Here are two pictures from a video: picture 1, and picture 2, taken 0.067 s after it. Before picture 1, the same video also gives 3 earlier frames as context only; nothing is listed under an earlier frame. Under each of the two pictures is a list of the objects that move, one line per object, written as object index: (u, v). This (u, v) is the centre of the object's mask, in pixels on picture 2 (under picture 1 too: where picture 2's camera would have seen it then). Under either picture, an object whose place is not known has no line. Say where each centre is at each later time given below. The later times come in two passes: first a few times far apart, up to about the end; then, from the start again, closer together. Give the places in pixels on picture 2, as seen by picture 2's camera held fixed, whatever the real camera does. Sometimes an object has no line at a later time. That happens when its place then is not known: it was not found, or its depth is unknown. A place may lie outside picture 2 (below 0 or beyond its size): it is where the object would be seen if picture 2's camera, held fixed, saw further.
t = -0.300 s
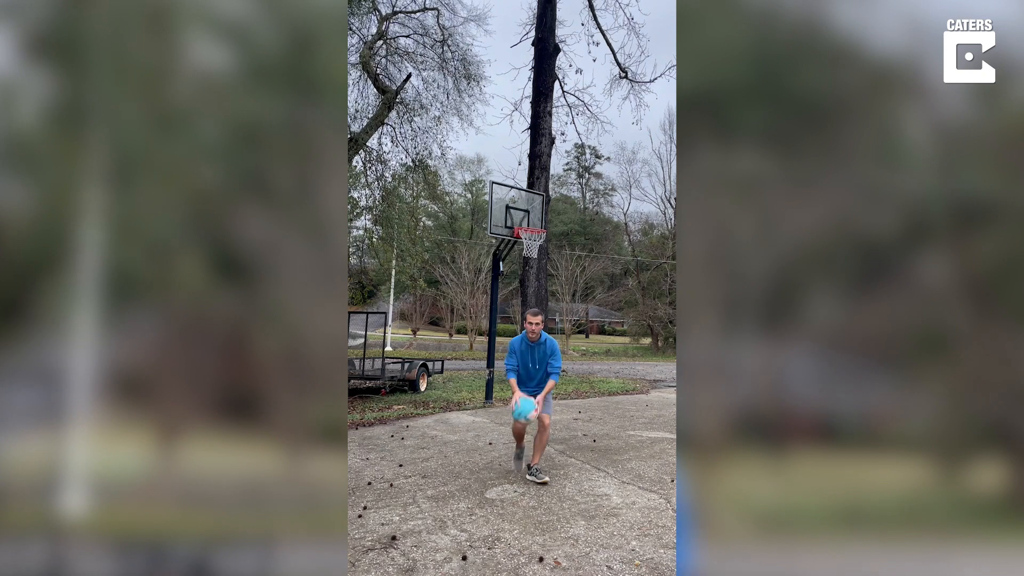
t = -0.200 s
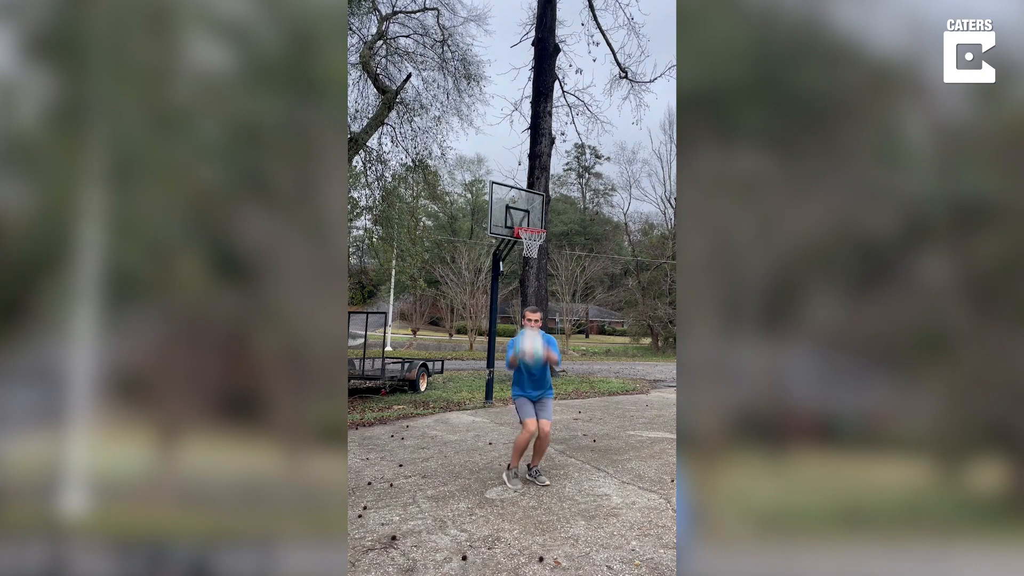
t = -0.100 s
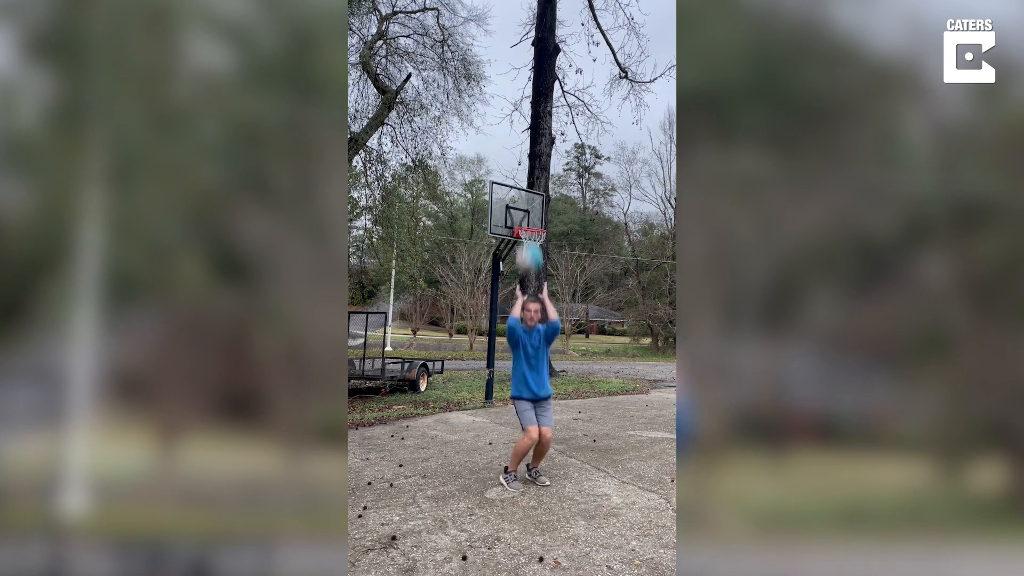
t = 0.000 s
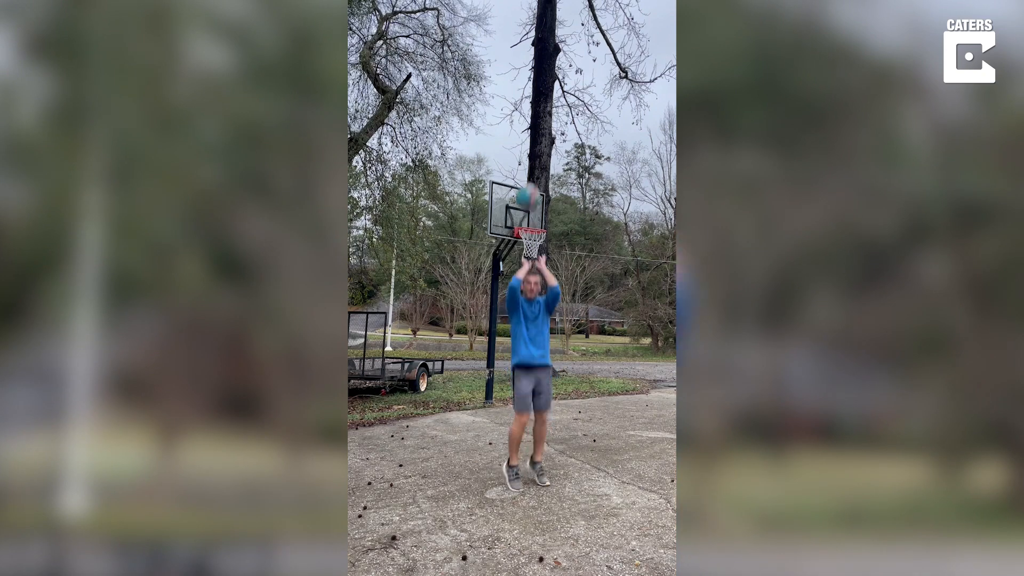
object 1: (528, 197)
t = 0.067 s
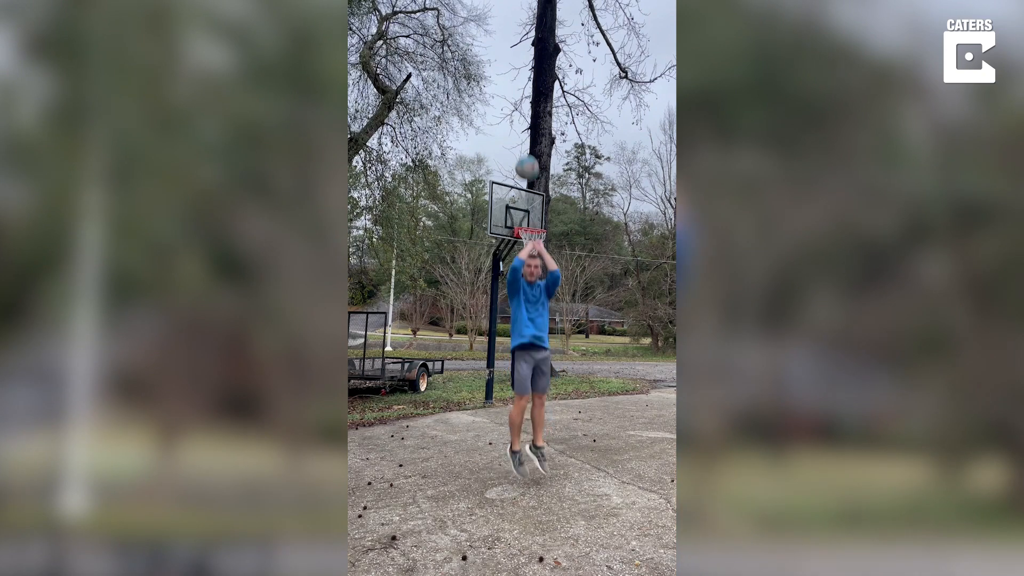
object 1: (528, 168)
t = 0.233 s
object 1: (525, 124)
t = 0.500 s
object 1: (521, 115)
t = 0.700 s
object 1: (517, 139)
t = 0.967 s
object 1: (511, 202)
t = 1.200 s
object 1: (536, 237)
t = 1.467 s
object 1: (514, 286)
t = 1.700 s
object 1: (494, 359)
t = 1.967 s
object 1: (475, 358)
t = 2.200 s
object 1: (460, 322)
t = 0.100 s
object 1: (527, 156)
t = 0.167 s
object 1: (526, 138)
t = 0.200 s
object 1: (525, 130)
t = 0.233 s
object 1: (525, 124)
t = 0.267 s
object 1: (524, 120)
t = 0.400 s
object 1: (522, 112)
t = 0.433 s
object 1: (522, 112)
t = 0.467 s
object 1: (521, 113)
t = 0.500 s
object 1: (521, 115)
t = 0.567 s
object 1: (520, 120)
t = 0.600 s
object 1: (519, 124)
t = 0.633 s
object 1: (519, 128)
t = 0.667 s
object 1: (518, 133)
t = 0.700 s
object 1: (517, 139)
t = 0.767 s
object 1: (516, 151)
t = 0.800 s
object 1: (516, 159)
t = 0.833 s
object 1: (515, 166)
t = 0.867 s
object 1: (515, 174)
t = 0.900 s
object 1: (514, 182)
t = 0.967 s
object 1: (511, 202)
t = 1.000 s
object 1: (513, 207)
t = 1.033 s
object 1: (520, 211)
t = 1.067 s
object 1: (525, 215)
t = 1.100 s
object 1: (530, 221)
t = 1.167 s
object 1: (539, 233)
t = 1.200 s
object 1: (536, 237)
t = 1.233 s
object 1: (533, 241)
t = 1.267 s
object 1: (529, 246)
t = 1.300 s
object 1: (526, 252)
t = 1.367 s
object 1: (522, 264)
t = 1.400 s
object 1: (519, 271)
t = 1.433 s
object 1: (517, 278)
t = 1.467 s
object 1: (514, 286)
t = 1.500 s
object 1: (511, 294)
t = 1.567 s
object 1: (505, 314)
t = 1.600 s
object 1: (502, 325)
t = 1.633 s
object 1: (500, 335)
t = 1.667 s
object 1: (496, 347)
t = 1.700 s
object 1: (494, 359)
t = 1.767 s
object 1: (488, 386)
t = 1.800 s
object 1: (485, 401)
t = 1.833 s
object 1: (484, 393)
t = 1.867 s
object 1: (481, 384)
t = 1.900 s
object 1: (479, 374)
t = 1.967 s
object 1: (475, 358)
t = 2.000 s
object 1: (473, 350)
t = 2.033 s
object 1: (471, 344)
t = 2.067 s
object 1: (468, 338)
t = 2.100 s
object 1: (467, 334)
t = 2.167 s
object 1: (462, 326)
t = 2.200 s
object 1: (460, 322)
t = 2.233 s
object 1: (458, 319)
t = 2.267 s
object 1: (456, 318)
